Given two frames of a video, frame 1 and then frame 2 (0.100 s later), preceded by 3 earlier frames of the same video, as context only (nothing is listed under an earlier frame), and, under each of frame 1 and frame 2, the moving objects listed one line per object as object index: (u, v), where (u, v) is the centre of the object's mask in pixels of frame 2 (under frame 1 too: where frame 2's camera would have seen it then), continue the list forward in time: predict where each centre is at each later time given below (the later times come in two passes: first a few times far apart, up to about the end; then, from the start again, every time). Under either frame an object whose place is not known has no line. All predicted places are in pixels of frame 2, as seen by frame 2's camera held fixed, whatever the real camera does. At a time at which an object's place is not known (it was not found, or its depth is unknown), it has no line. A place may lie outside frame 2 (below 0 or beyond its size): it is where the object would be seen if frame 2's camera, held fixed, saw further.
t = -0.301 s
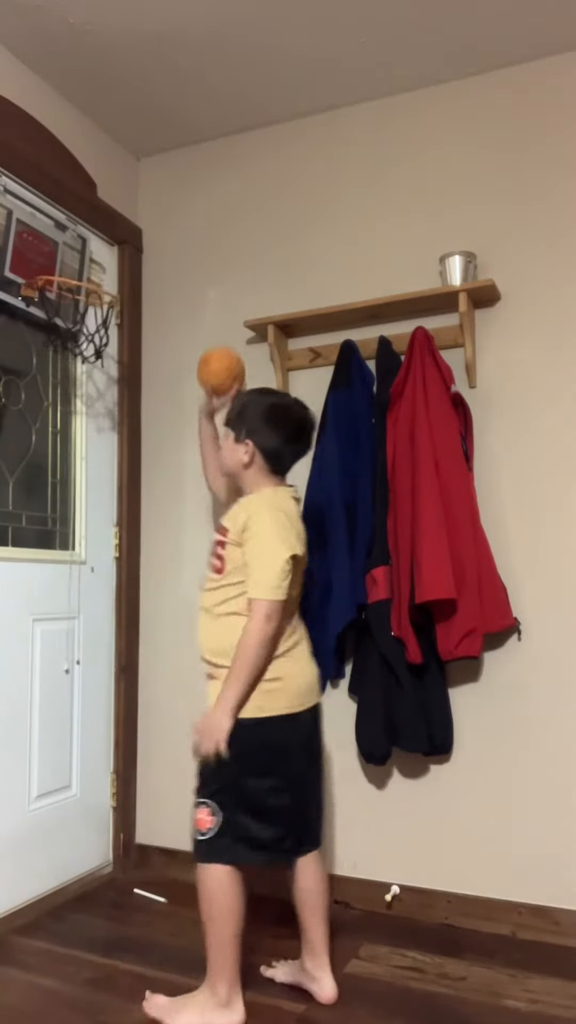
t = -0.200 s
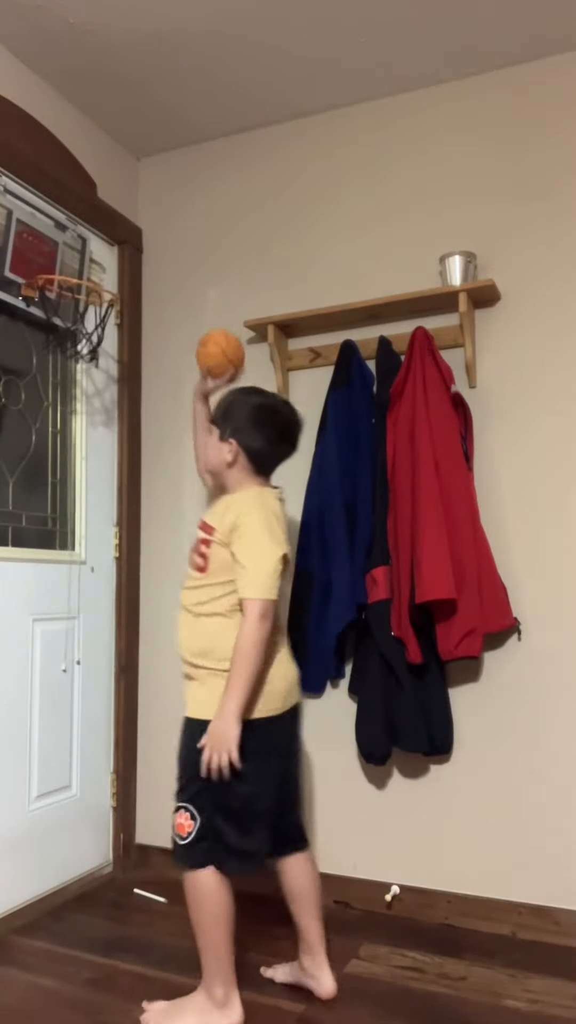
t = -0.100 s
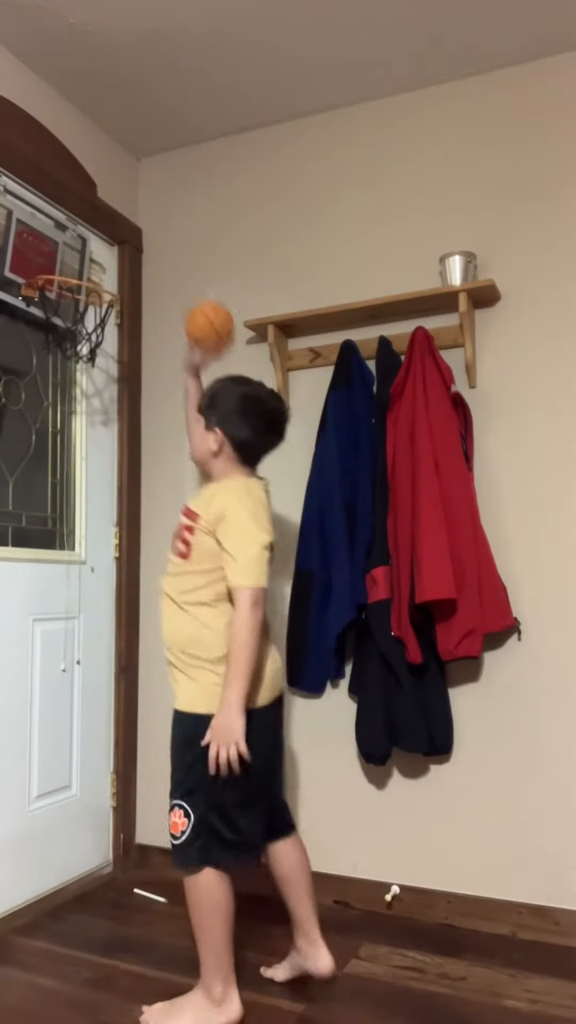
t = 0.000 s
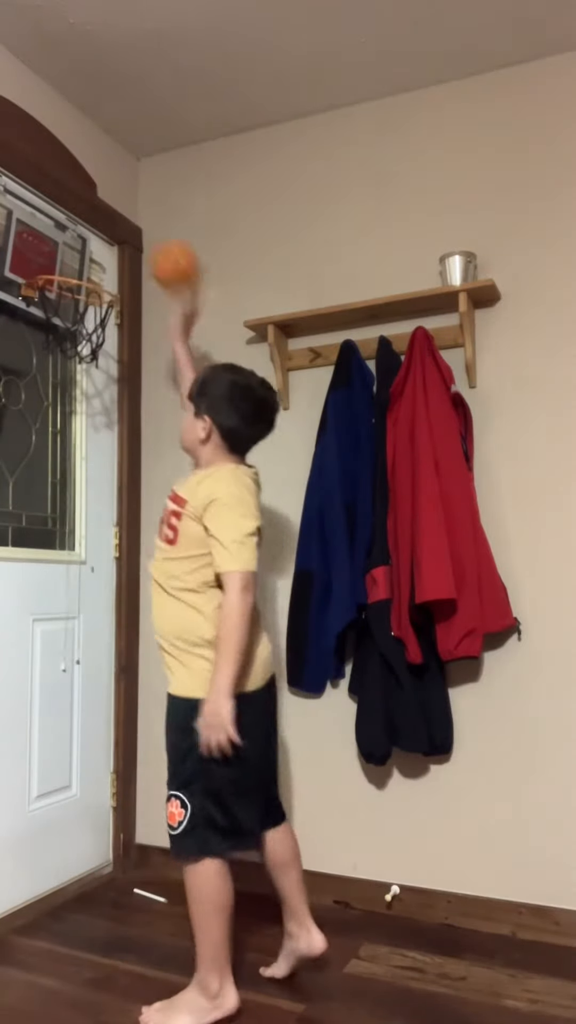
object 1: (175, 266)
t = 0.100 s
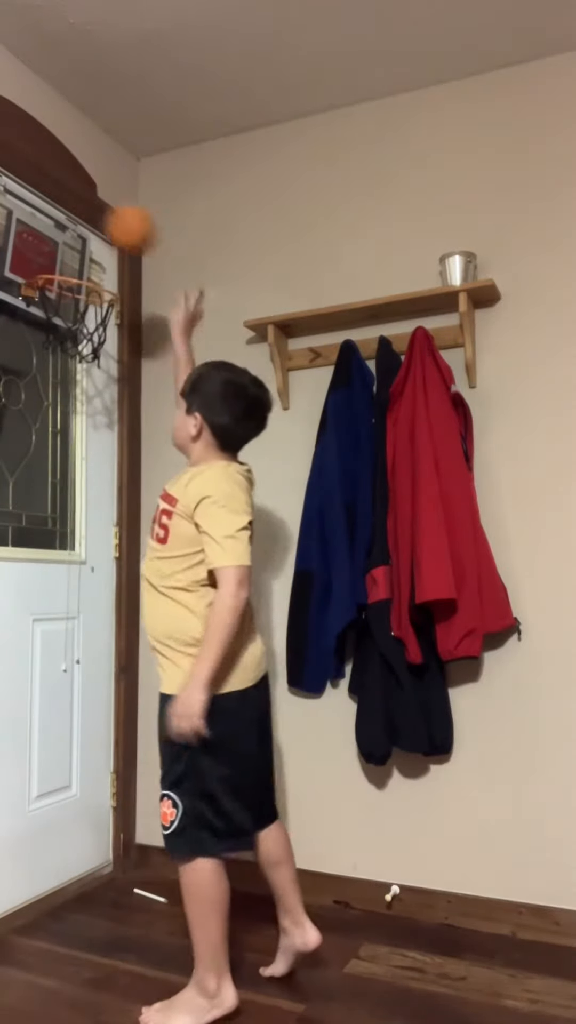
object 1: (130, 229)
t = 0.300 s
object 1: (50, 262)
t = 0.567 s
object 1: (82, 336)
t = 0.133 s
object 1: (115, 226)
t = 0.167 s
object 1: (102, 226)
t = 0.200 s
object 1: (88, 230)
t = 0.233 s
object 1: (74, 239)
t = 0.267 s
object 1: (58, 253)
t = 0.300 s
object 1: (50, 262)
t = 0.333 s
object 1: (52, 263)
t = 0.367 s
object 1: (54, 263)
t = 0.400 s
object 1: (56, 268)
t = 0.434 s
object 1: (59, 272)
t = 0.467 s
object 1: (68, 288)
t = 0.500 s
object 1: (72, 299)
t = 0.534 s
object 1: (80, 313)
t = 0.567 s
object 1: (82, 336)
